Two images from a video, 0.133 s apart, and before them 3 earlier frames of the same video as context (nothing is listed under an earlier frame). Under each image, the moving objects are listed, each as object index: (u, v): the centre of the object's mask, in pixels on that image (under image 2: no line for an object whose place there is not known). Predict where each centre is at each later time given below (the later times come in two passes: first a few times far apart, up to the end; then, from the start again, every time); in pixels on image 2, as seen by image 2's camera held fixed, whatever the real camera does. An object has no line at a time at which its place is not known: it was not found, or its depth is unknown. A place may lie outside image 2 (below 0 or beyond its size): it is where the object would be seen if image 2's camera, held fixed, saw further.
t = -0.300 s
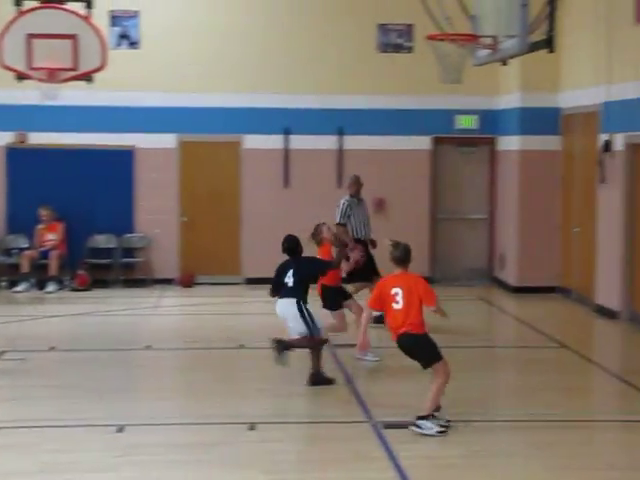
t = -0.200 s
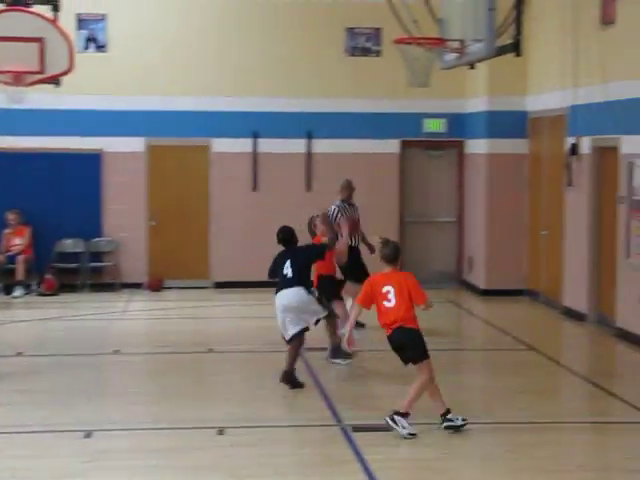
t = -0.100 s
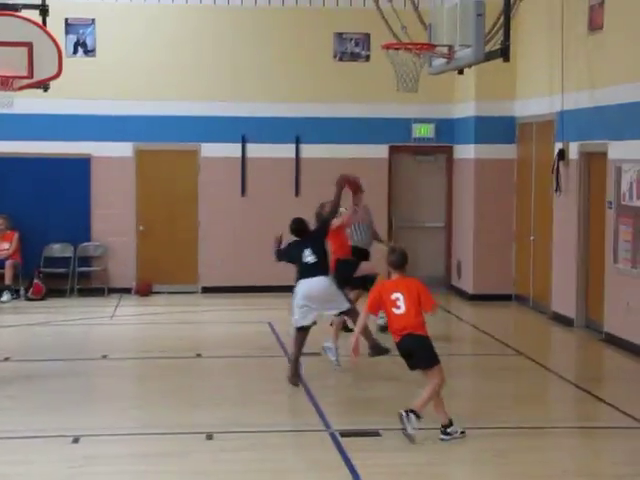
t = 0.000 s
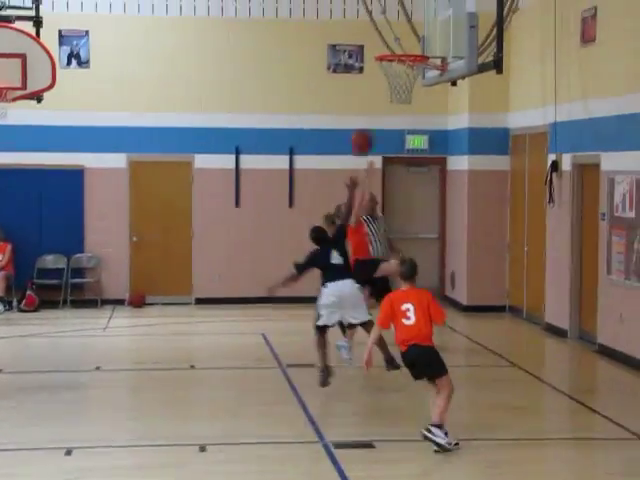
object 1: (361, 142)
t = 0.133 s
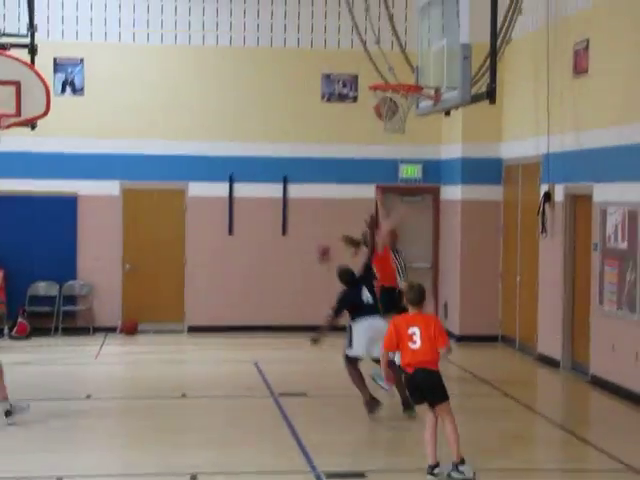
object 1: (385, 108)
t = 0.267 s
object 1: (418, 61)
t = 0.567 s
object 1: (377, 73)
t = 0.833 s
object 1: (402, 81)
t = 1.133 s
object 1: (392, 107)
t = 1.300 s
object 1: (392, 129)
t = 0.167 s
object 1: (395, 98)
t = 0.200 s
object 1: (402, 77)
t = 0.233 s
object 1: (410, 71)
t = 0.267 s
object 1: (418, 61)
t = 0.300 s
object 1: (415, 57)
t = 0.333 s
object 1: (410, 55)
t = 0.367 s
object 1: (405, 55)
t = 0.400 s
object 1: (400, 56)
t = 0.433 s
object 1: (396, 57)
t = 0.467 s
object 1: (391, 60)
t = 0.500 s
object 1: (385, 64)
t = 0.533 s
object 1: (380, 70)
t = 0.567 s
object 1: (377, 73)
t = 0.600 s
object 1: (381, 72)
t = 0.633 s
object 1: (386, 71)
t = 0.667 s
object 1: (390, 71)
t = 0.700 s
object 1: (394, 72)
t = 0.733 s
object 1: (398, 74)
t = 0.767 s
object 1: (403, 76)
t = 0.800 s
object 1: (403, 76)
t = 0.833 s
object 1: (402, 81)
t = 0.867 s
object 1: (401, 84)
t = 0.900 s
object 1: (399, 87)
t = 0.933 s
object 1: (397, 96)
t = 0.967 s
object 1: (396, 98)
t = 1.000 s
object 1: (395, 99)
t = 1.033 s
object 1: (394, 100)
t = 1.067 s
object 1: (392, 100)
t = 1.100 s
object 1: (392, 103)
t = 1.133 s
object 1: (392, 107)
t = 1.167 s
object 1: (391, 111)
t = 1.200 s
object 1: (391, 115)
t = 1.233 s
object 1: (391, 120)
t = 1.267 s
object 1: (392, 124)
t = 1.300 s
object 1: (392, 129)
